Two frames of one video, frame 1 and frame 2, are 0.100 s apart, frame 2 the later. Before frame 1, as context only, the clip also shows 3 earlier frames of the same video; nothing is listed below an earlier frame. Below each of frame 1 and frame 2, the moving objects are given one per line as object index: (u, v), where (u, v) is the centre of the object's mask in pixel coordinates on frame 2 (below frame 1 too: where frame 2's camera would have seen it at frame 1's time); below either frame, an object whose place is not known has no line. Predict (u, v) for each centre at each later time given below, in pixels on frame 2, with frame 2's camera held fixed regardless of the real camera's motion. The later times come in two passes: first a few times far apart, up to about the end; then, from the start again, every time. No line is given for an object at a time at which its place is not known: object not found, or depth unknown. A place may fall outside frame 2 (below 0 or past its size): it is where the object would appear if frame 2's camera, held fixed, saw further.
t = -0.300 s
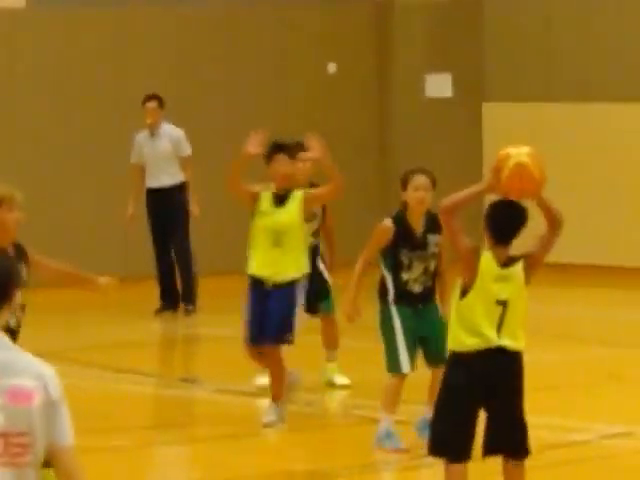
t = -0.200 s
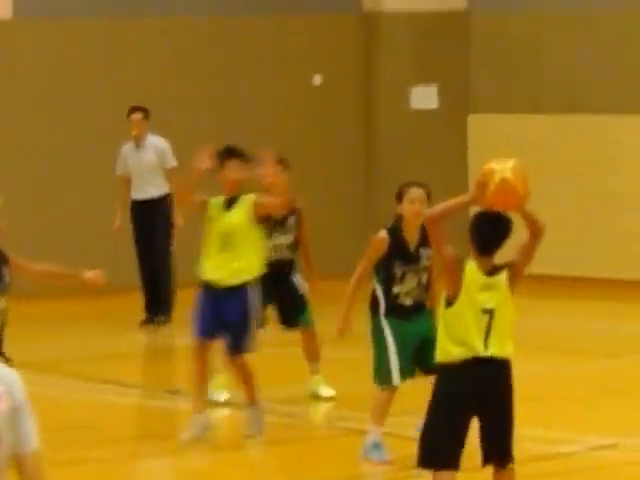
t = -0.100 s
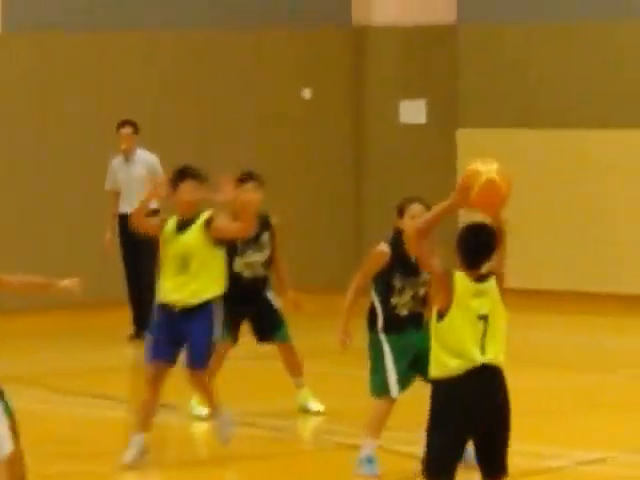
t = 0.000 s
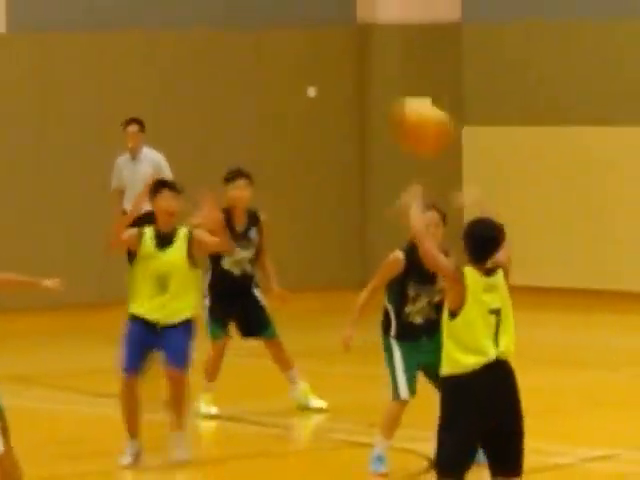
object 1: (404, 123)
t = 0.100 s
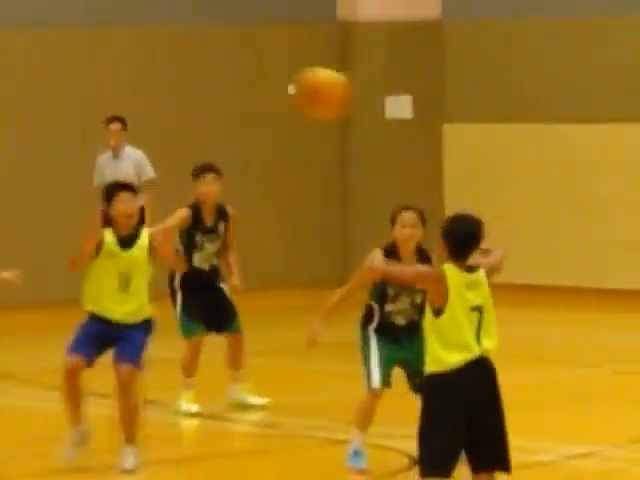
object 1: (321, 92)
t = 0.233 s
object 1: (226, 84)
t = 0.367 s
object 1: (141, 109)
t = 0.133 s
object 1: (298, 87)
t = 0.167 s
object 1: (274, 84)
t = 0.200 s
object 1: (250, 82)
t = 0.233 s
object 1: (226, 84)
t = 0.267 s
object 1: (205, 87)
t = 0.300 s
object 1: (183, 93)
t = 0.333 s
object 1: (161, 101)
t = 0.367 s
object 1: (141, 109)
